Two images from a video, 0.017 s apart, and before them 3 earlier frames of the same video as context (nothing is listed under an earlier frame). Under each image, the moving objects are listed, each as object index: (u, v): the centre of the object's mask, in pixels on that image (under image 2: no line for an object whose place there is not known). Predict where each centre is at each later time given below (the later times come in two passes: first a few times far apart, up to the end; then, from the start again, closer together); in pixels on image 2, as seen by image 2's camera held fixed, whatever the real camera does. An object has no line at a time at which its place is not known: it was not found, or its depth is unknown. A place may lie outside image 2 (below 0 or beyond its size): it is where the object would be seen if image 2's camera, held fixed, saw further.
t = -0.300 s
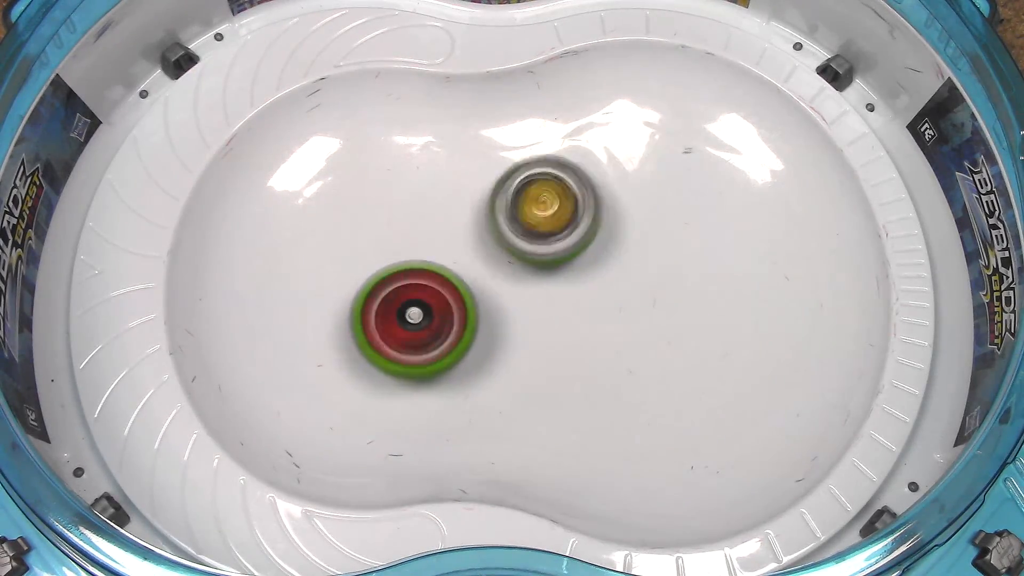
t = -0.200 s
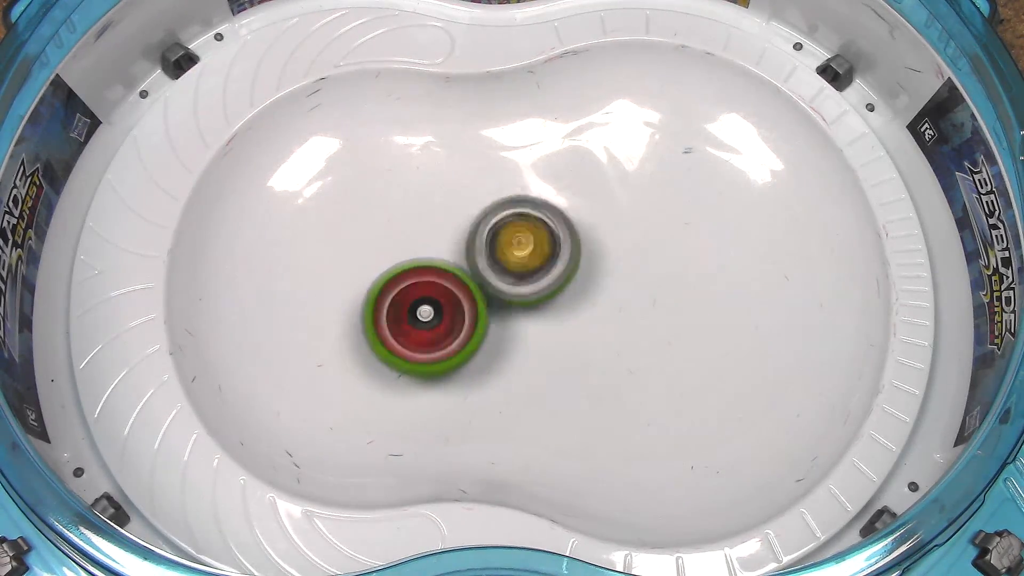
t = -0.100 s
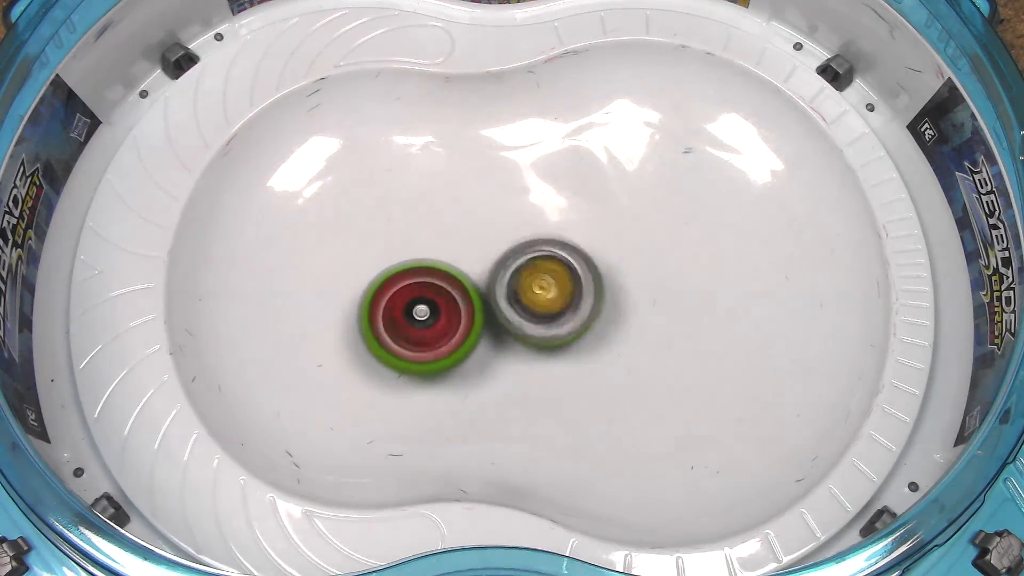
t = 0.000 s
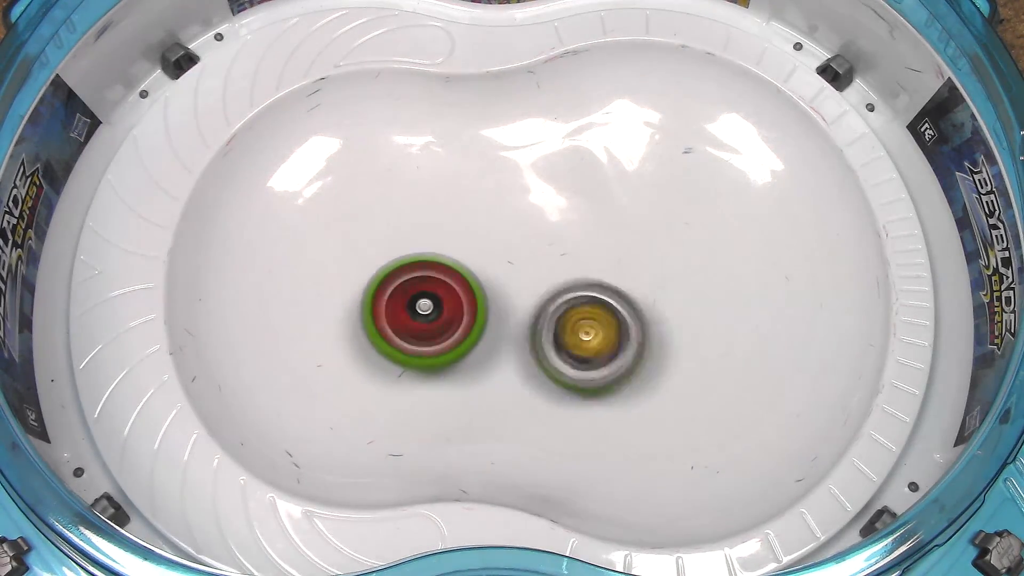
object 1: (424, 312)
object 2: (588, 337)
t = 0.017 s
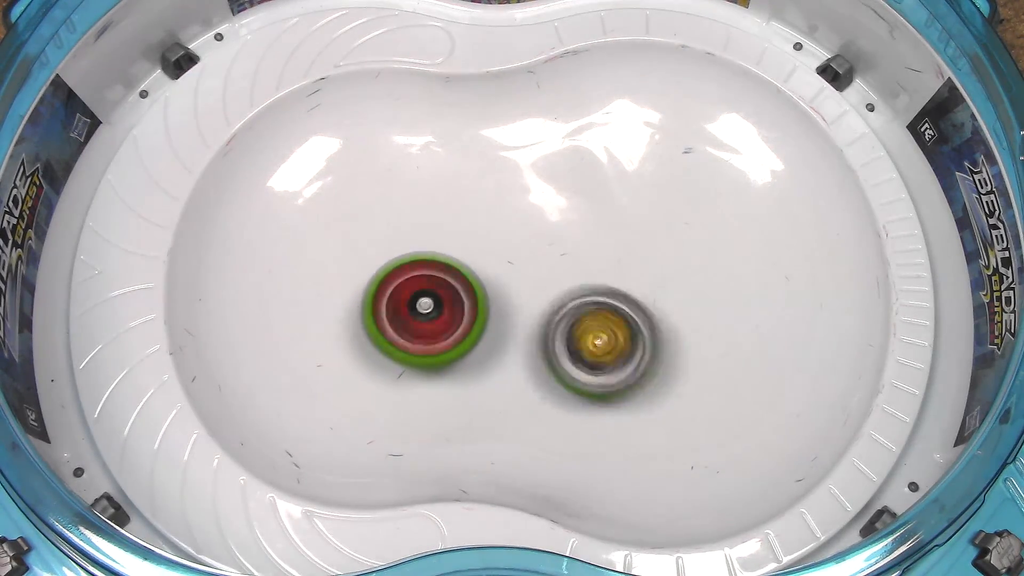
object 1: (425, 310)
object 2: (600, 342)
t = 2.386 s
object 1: (447, 251)
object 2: (627, 252)
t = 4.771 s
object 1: (359, 213)
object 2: (622, 217)
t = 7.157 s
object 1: (501, 236)
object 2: (740, 353)
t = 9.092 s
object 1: (351, 195)
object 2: (709, 211)
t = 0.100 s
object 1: (432, 303)
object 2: (661, 371)
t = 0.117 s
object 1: (434, 301)
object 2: (672, 372)
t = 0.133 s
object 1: (435, 299)
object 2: (686, 373)
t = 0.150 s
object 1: (437, 297)
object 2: (698, 370)
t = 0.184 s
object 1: (439, 293)
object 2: (720, 360)
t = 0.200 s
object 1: (440, 291)
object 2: (733, 354)
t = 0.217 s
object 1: (441, 289)
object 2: (740, 346)
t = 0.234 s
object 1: (442, 286)
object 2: (748, 337)
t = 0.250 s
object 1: (443, 284)
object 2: (752, 327)
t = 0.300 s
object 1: (447, 277)
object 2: (759, 295)
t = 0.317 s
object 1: (447, 274)
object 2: (759, 286)
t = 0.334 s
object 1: (449, 272)
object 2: (756, 274)
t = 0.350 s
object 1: (450, 269)
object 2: (754, 264)
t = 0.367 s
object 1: (451, 267)
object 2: (748, 253)
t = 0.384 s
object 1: (453, 265)
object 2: (743, 242)
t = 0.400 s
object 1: (454, 262)
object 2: (734, 234)
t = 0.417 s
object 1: (455, 259)
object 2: (726, 225)
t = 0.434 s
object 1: (456, 257)
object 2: (715, 218)
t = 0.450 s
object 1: (458, 255)
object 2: (705, 211)
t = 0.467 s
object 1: (460, 253)
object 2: (694, 208)
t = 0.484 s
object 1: (461, 251)
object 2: (683, 203)
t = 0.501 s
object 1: (462, 250)
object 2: (671, 201)
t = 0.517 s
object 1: (464, 248)
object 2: (660, 199)
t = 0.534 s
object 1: (465, 247)
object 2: (648, 199)
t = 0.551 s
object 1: (466, 246)
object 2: (635, 199)
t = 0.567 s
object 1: (468, 245)
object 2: (625, 201)
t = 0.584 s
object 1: (469, 244)
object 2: (613, 205)
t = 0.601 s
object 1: (470, 243)
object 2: (603, 210)
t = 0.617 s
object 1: (471, 243)
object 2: (590, 216)
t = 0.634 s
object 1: (464, 240)
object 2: (588, 222)
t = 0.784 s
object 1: (385, 238)
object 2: (605, 281)
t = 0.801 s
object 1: (377, 238)
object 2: (608, 287)
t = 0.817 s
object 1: (370, 237)
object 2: (614, 291)
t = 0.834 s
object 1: (364, 237)
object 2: (619, 299)
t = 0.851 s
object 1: (357, 236)
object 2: (624, 304)
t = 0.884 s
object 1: (346, 237)
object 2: (635, 317)
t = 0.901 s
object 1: (341, 237)
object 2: (643, 323)
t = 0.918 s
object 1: (335, 239)
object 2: (648, 326)
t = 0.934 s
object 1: (330, 241)
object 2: (657, 329)
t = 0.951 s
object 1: (326, 244)
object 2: (663, 332)
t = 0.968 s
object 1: (321, 247)
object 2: (670, 333)
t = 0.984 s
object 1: (318, 251)
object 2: (677, 336)
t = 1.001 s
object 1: (315, 255)
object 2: (682, 336)
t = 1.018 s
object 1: (313, 259)
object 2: (690, 336)
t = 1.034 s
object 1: (312, 264)
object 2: (695, 335)
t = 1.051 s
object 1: (311, 269)
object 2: (702, 332)
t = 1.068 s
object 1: (311, 274)
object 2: (707, 331)
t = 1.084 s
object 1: (311, 279)
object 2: (711, 326)
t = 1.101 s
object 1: (313, 284)
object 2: (716, 323)
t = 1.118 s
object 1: (314, 288)
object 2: (719, 318)
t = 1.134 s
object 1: (318, 293)
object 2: (722, 312)
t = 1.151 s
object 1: (321, 296)
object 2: (723, 308)
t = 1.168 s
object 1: (325, 299)
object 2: (724, 301)
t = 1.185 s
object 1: (330, 303)
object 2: (724, 297)
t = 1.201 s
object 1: (335, 306)
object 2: (722, 290)
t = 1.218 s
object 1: (340, 307)
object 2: (721, 284)
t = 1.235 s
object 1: (347, 308)
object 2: (718, 279)
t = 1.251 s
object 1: (353, 308)
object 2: (714, 272)
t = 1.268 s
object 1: (359, 308)
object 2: (710, 268)
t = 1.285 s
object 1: (365, 307)
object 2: (704, 263)
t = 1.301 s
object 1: (373, 306)
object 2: (700, 259)
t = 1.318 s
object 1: (379, 304)
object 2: (692, 256)
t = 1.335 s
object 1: (386, 303)
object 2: (686, 251)
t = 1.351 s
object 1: (393, 301)
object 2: (679, 249)
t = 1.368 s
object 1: (399, 299)
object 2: (671, 246)
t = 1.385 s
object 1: (407, 298)
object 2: (665, 246)
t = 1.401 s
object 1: (414, 297)
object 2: (656, 244)
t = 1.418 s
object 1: (420, 295)
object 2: (650, 243)
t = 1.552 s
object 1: (474, 288)
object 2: (595, 257)
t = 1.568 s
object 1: (477, 286)
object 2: (593, 257)
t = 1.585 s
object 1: (473, 285)
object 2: (596, 259)
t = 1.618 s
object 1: (463, 286)
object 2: (606, 265)
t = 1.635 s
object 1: (460, 286)
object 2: (609, 268)
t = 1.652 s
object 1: (456, 285)
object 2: (613, 271)
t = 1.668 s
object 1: (454, 285)
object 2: (616, 276)
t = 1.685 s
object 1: (451, 284)
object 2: (618, 279)
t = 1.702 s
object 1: (449, 282)
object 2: (622, 283)
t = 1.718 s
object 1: (448, 281)
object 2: (625, 287)
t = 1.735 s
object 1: (446, 280)
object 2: (629, 289)
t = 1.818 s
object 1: (440, 274)
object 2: (654, 301)
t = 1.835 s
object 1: (438, 273)
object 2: (660, 303)
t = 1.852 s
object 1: (437, 272)
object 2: (664, 304)
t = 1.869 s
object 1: (436, 270)
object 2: (668, 303)
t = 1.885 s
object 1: (435, 269)
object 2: (673, 302)
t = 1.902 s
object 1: (435, 267)
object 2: (676, 301)
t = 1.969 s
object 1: (433, 262)
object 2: (692, 296)
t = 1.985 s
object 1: (433, 261)
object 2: (694, 295)
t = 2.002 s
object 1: (433, 259)
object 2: (697, 291)
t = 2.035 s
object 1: (432, 257)
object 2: (700, 286)
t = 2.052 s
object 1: (432, 255)
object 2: (702, 282)
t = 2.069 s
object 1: (432, 254)
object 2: (703, 279)
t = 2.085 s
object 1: (433, 253)
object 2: (701, 275)
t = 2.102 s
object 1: (433, 252)
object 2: (700, 270)
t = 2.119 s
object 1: (433, 251)
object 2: (699, 267)
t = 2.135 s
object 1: (434, 250)
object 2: (697, 262)
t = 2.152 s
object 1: (434, 249)
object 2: (694, 259)
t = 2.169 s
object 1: (435, 248)
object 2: (691, 256)
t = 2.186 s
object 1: (435, 247)
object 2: (687, 253)
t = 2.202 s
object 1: (436, 247)
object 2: (683, 250)
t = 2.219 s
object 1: (437, 247)
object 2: (677, 249)
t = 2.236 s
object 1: (437, 247)
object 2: (673, 246)
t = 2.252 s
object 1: (438, 247)
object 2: (669, 245)
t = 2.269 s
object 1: (439, 247)
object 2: (662, 245)
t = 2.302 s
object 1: (440, 247)
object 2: (653, 245)
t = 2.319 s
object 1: (441, 248)
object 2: (646, 245)
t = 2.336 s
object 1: (443, 248)
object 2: (641, 246)
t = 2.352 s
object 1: (444, 249)
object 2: (636, 248)
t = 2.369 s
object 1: (445, 250)
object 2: (631, 250)
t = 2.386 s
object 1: (447, 251)
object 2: (627, 252)
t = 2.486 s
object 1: (462, 260)
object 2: (604, 271)
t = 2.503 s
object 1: (465, 262)
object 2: (599, 273)
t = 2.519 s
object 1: (469, 263)
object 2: (598, 276)
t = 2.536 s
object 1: (473, 265)
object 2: (595, 280)
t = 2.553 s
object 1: (475, 265)
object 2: (595, 285)
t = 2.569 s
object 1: (471, 262)
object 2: (600, 291)
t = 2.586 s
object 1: (467, 259)
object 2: (607, 299)
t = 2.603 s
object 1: (462, 255)
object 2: (614, 306)
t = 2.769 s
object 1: (419, 242)
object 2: (675, 347)
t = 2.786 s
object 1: (415, 240)
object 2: (682, 349)
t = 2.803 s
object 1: (411, 238)
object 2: (688, 349)
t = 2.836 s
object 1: (404, 236)
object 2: (700, 345)
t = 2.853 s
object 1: (400, 235)
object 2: (706, 344)
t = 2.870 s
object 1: (397, 234)
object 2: (710, 340)
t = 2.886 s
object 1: (393, 233)
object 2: (714, 337)
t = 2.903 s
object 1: (390, 232)
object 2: (718, 334)
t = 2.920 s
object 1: (386, 230)
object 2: (720, 327)
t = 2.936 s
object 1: (383, 230)
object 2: (722, 323)
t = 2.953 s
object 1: (381, 228)
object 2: (723, 318)
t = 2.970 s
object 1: (377, 228)
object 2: (722, 311)
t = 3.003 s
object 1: (372, 227)
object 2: (720, 301)
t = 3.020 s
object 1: (370, 227)
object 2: (716, 294)
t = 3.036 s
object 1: (367, 226)
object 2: (714, 289)
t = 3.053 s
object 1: (365, 227)
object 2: (711, 285)
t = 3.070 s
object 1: (363, 227)
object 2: (705, 279)
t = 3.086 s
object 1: (361, 228)
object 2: (701, 274)
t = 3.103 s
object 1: (360, 228)
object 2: (696, 270)
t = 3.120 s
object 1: (357, 228)
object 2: (689, 266)
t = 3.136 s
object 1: (357, 230)
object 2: (684, 262)
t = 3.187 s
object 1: (353, 233)
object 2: (665, 252)
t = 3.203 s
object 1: (351, 235)
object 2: (658, 249)
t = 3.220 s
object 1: (351, 237)
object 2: (650, 245)
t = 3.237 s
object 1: (350, 238)
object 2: (644, 243)
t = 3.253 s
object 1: (350, 241)
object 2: (636, 242)
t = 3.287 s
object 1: (350, 245)
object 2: (623, 240)
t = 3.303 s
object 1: (351, 247)
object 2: (616, 240)
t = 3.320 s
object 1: (350, 249)
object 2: (608, 240)
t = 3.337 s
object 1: (352, 252)
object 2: (603, 239)
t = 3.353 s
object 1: (353, 254)
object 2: (595, 240)
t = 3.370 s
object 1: (355, 258)
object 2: (588, 241)
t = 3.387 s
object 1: (357, 260)
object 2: (582, 240)
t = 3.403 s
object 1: (359, 264)
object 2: (575, 241)
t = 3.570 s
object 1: (392, 291)
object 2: (521, 252)
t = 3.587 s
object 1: (396, 293)
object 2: (515, 253)
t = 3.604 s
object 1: (401, 297)
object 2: (513, 255)
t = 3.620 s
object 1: (403, 298)
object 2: (511, 257)
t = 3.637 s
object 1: (400, 300)
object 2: (512, 259)
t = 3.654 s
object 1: (395, 305)
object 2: (517, 263)
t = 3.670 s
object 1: (391, 309)
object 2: (521, 266)
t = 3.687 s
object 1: (387, 312)
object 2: (523, 270)
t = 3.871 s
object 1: (371, 335)
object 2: (549, 308)
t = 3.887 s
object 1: (371, 336)
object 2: (553, 310)
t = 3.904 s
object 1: (372, 335)
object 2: (558, 315)
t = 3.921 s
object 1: (371, 336)
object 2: (561, 318)
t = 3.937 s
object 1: (373, 334)
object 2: (566, 320)
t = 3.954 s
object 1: (372, 334)
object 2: (573, 322)
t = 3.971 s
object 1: (374, 333)
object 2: (577, 325)
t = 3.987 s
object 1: (373, 331)
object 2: (583, 326)
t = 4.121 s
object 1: (377, 309)
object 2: (637, 336)
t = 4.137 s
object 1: (377, 306)
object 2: (644, 337)
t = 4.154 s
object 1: (378, 301)
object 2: (650, 335)
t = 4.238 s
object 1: (377, 278)
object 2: (682, 323)
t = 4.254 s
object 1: (377, 274)
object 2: (688, 320)
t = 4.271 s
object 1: (376, 269)
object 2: (692, 316)
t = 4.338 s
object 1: (374, 250)
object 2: (708, 296)
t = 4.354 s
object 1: (374, 245)
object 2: (711, 290)
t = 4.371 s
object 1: (373, 240)
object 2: (713, 286)
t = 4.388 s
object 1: (372, 237)
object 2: (713, 279)
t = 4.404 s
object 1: (371, 231)
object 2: (715, 273)
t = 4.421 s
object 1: (370, 228)
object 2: (717, 268)
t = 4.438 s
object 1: (369, 224)
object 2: (714, 262)
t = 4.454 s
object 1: (368, 221)
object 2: (714, 256)
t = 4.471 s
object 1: (367, 217)
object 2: (713, 250)
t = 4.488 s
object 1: (365, 214)
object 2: (711, 246)
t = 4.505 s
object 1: (365, 211)
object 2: (707, 240)
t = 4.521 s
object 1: (363, 209)
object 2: (704, 235)
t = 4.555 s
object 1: (361, 205)
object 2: (695, 227)
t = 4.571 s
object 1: (361, 205)
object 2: (691, 223)
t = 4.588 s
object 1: (359, 203)
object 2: (687, 220)
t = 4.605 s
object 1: (359, 203)
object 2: (682, 218)
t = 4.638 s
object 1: (358, 203)
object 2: (669, 213)
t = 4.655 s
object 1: (357, 203)
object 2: (665, 212)
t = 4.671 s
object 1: (357, 204)
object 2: (657, 212)
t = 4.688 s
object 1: (356, 205)
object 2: (652, 210)
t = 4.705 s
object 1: (357, 206)
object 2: (645, 210)
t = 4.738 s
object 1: (358, 210)
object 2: (632, 213)
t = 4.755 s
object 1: (358, 210)
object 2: (627, 215)
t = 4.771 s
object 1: (359, 213)
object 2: (622, 217)
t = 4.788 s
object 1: (360, 214)
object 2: (616, 222)
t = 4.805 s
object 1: (361, 218)
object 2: (611, 224)
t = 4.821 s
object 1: (364, 220)
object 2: (605, 228)
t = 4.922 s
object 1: (381, 241)
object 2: (580, 251)
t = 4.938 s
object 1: (384, 245)
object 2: (577, 255)
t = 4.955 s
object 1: (389, 249)
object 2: (576, 260)
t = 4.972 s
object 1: (393, 254)
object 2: (571, 264)
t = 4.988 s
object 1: (398, 260)
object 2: (571, 267)
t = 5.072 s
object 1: (426, 288)
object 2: (567, 289)
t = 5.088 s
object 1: (433, 294)
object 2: (564, 293)
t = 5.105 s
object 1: (440, 299)
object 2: (563, 296)
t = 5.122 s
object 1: (447, 307)
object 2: (566, 299)
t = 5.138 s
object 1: (450, 307)
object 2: (568, 306)
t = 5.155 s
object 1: (447, 311)
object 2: (575, 311)
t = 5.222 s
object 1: (444, 318)
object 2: (607, 342)
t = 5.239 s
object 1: (444, 321)
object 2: (615, 348)
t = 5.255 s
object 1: (445, 323)
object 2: (623, 353)
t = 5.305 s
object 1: (446, 328)
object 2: (648, 366)
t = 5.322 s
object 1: (449, 329)
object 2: (656, 369)
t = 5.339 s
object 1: (449, 330)
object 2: (663, 372)
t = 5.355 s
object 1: (452, 331)
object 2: (671, 372)
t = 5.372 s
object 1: (452, 332)
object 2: (680, 373)
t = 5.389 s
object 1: (455, 331)
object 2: (687, 374)
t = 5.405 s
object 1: (456, 332)
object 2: (694, 373)
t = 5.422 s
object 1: (459, 331)
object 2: (700, 369)
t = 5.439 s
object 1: (460, 331)
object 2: (708, 367)
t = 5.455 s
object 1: (463, 329)
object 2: (713, 363)
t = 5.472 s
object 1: (465, 329)
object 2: (719, 359)
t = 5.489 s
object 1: (468, 327)
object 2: (723, 354)
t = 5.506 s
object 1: (470, 326)
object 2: (727, 349)
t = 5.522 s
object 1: (473, 323)
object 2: (730, 344)
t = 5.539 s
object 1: (475, 323)
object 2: (732, 338)
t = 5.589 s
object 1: (482, 315)
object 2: (733, 318)
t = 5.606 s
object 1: (486, 313)
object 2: (731, 310)
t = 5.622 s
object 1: (487, 310)
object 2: (728, 304)
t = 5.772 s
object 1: (509, 281)
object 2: (686, 246)
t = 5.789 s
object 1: (511, 279)
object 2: (682, 242)
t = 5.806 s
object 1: (514, 275)
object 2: (675, 237)
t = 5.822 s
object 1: (516, 273)
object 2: (668, 233)
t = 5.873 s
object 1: (525, 263)
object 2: (648, 219)
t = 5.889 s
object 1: (529, 261)
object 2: (641, 216)
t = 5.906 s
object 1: (527, 259)
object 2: (637, 212)
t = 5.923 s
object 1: (520, 260)
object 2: (643, 206)
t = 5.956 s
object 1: (507, 260)
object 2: (649, 195)
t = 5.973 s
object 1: (501, 260)
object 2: (651, 193)
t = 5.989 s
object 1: (499, 259)
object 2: (650, 189)
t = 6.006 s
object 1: (496, 260)
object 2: (651, 185)
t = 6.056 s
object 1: (490, 258)
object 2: (652, 174)
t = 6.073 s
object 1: (488, 259)
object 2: (654, 172)
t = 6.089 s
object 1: (486, 257)
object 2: (654, 171)
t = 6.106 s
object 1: (485, 258)
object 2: (653, 170)
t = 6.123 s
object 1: (482, 257)
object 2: (652, 169)
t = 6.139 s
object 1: (482, 257)
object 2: (654, 169)
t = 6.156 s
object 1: (479, 257)
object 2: (653, 172)
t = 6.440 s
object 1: (468, 251)
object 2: (650, 261)
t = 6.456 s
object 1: (467, 250)
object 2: (650, 268)
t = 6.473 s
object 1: (468, 251)
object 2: (649, 276)
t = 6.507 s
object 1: (469, 252)
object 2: (650, 291)
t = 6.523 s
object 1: (468, 252)
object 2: (649, 298)
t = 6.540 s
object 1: (470, 252)
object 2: (648, 305)
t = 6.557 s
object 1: (470, 254)
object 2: (648, 311)
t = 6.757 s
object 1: (496, 269)
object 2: (646, 376)
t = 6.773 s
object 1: (499, 273)
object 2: (646, 377)
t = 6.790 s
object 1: (502, 274)
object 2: (649, 380)
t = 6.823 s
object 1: (508, 279)
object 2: (649, 383)
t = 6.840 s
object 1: (513, 282)
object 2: (648, 383)
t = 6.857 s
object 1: (516, 284)
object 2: (652, 381)
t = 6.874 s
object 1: (522, 286)
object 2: (653, 382)
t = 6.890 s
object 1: (526, 289)
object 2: (654, 381)
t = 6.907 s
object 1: (531, 291)
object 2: (654, 379)
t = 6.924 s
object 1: (535, 295)
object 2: (655, 374)
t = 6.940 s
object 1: (539, 297)
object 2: (658, 372)
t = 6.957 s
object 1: (544, 301)
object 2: (659, 369)
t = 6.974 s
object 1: (548, 302)
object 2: (660, 365)
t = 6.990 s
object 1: (550, 299)
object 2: (664, 365)
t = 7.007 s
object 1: (545, 291)
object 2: (676, 370)
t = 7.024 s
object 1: (537, 282)
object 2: (686, 373)
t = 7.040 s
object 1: (532, 275)
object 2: (695, 373)
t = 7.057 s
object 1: (527, 269)
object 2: (703, 372)
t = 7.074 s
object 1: (522, 263)
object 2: (709, 371)
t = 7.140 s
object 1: (506, 242)
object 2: (736, 356)
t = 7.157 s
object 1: (501, 236)
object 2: (740, 353)
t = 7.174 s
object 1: (498, 231)
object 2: (742, 347)
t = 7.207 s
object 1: (488, 220)
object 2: (746, 335)
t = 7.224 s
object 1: (483, 215)
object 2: (748, 328)
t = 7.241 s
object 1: (478, 210)
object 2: (750, 323)
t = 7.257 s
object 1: (473, 206)
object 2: (748, 317)
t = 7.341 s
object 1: (447, 186)
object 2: (736, 284)
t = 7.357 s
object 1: (441, 183)
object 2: (732, 276)
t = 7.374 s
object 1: (436, 181)
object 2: (728, 271)
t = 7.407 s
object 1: (426, 176)
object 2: (716, 258)
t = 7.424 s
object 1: (420, 175)
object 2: (710, 253)
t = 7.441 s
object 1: (415, 174)
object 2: (702, 246)
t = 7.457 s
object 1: (410, 173)
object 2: (698, 240)
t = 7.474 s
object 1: (405, 172)
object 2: (691, 235)
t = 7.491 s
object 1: (401, 173)
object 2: (684, 229)
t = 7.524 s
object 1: (391, 174)
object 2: (668, 219)
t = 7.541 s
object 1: (387, 175)
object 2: (661, 213)
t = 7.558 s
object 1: (383, 177)
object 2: (655, 210)
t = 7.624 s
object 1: (369, 190)
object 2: (625, 196)
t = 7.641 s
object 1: (366, 193)
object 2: (621, 194)
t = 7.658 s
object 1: (364, 198)
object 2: (614, 192)
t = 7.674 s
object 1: (361, 203)
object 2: (609, 191)
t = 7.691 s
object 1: (359, 208)
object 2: (603, 192)
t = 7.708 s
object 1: (357, 214)
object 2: (595, 191)
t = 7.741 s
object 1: (356, 226)
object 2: (584, 190)
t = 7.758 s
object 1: (354, 232)
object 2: (579, 190)
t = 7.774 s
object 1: (354, 237)
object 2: (576, 192)
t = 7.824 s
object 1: (354, 258)
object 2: (559, 199)
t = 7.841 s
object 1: (354, 264)
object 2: (554, 201)
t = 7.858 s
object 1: (356, 271)
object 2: (552, 206)
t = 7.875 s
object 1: (357, 278)
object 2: (547, 211)
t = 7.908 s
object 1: (359, 291)
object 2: (539, 219)
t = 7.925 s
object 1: (360, 297)
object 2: (536, 223)
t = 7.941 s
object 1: (363, 303)
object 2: (535, 227)
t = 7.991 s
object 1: (370, 322)
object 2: (529, 246)
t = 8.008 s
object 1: (373, 327)
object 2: (527, 252)
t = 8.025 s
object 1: (377, 332)
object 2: (526, 257)
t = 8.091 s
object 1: (393, 351)
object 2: (524, 282)
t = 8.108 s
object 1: (398, 355)
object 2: (523, 287)
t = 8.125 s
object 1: (404, 359)
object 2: (523, 294)
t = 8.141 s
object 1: (410, 361)
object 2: (521, 300)
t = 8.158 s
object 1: (417, 365)
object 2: (521, 305)
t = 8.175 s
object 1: (422, 366)
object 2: (523, 310)
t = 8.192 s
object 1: (426, 367)
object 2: (525, 316)
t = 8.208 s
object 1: (428, 369)
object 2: (528, 319)
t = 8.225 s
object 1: (430, 368)
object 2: (533, 325)
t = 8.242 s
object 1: (431, 369)
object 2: (536, 329)
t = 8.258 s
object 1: (432, 368)
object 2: (541, 333)
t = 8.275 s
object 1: (432, 367)
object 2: (546, 337)
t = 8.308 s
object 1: (431, 362)
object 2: (555, 344)
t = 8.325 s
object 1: (432, 360)
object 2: (562, 348)
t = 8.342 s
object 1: (430, 357)
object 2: (564, 354)
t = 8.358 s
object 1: (429, 355)
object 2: (569, 356)
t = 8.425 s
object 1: (418, 342)
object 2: (588, 360)
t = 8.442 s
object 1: (414, 336)
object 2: (593, 362)
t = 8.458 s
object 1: (411, 332)
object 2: (599, 361)
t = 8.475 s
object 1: (406, 326)
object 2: (605, 360)
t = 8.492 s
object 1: (403, 319)
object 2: (612, 360)
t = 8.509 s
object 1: (400, 314)
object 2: (617, 360)
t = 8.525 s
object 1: (395, 306)
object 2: (622, 358)
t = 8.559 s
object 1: (388, 293)
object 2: (632, 353)
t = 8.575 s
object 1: (384, 285)
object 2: (638, 349)
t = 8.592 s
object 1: (381, 277)
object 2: (645, 345)
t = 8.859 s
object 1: (338, 176)
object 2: (725, 266)
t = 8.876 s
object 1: (337, 175)
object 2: (727, 263)
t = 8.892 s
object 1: (334, 173)
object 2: (728, 258)
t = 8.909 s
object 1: (334, 172)
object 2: (728, 252)
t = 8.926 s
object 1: (333, 172)
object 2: (728, 247)
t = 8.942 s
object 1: (333, 172)
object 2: (728, 241)
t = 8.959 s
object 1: (333, 173)
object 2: (730, 236)
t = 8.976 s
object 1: (333, 174)
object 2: (730, 233)
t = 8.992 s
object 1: (334, 176)
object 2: (728, 229)
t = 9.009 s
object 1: (336, 178)
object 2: (726, 225)
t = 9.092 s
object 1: (351, 195)
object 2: (709, 211)
